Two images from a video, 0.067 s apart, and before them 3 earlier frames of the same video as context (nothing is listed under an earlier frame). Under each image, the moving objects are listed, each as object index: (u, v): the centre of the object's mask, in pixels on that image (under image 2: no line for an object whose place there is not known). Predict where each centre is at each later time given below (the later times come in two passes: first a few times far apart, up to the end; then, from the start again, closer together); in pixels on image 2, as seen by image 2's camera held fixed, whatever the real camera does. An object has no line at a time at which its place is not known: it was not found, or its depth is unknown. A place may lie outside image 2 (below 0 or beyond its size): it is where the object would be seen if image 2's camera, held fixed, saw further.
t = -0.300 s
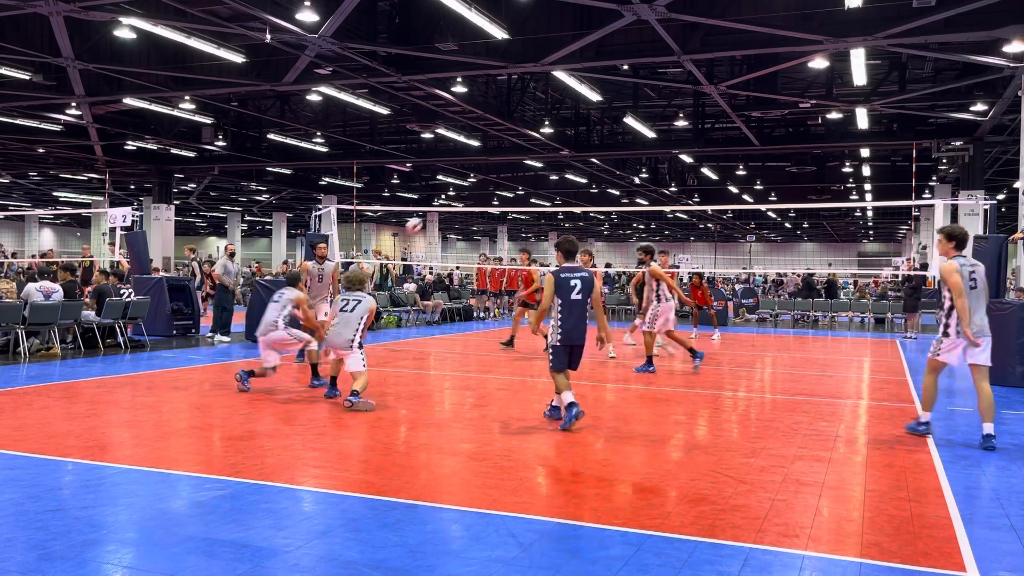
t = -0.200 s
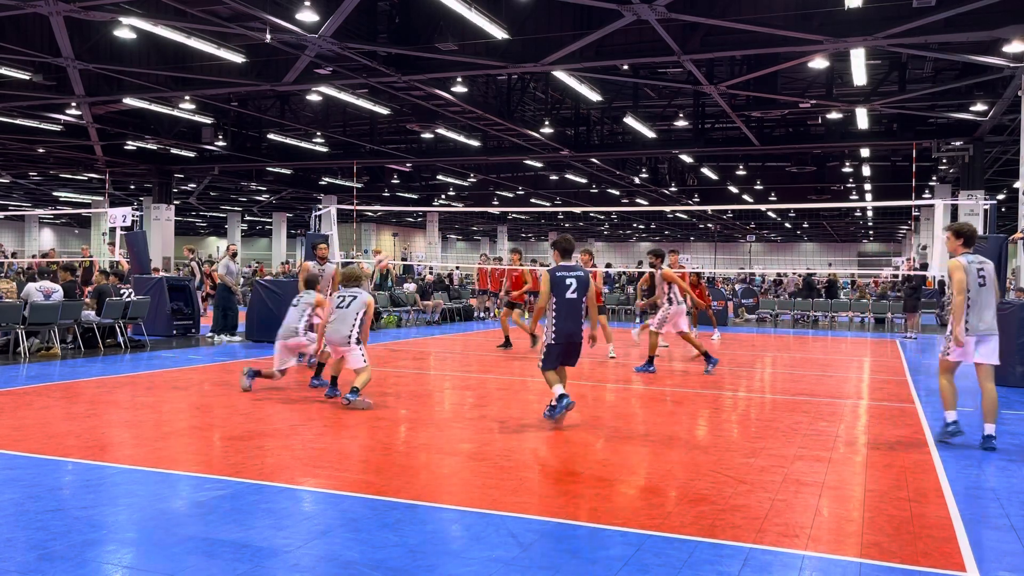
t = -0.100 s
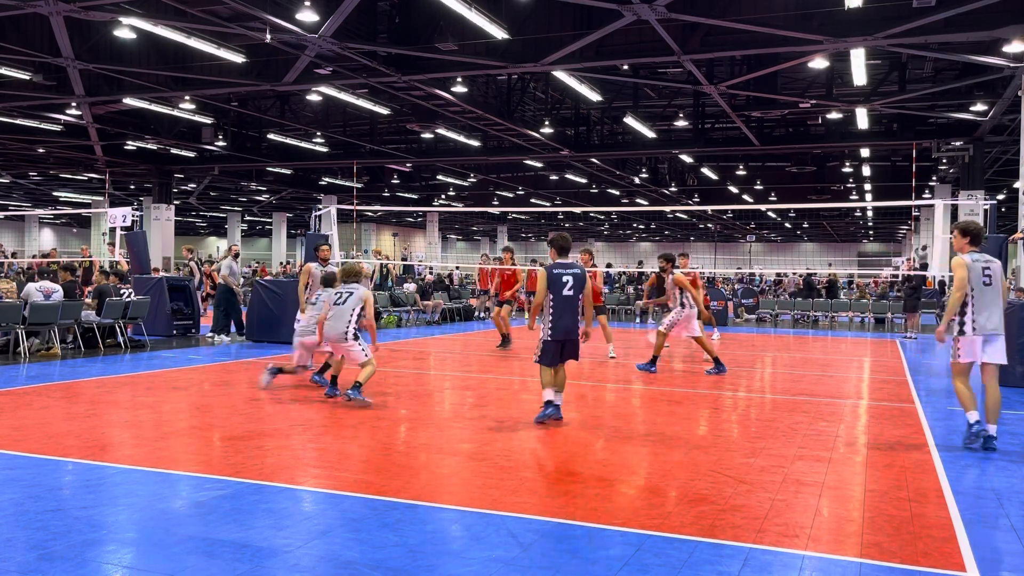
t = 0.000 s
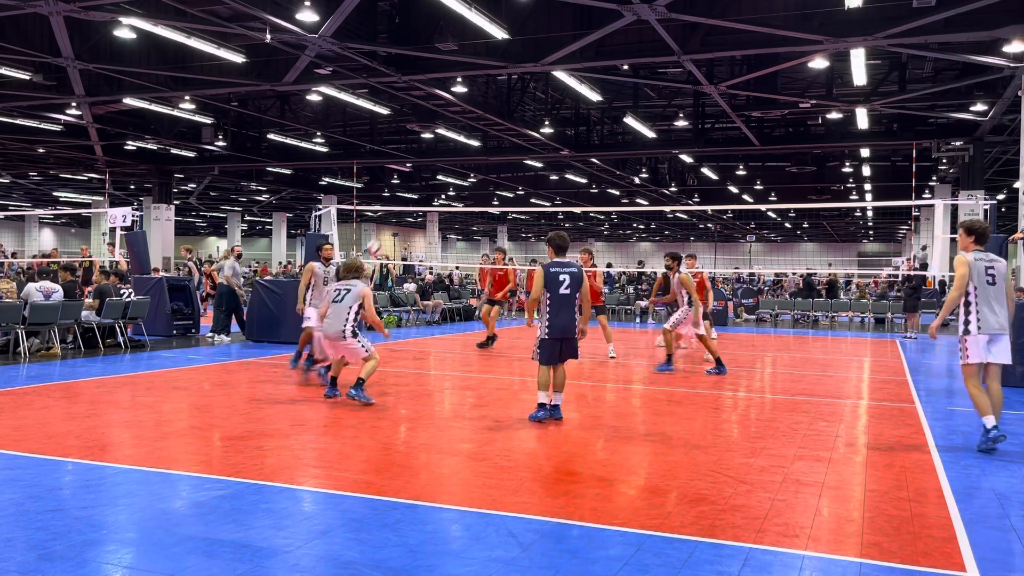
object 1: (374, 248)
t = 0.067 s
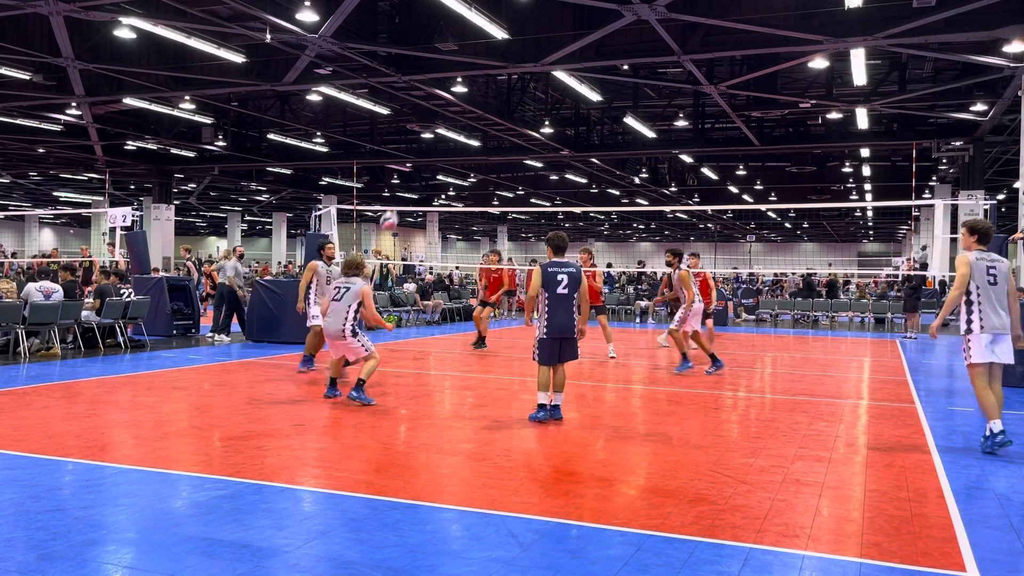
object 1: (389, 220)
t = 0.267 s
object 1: (434, 156)
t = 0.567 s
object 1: (495, 120)
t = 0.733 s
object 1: (526, 128)
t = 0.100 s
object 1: (397, 207)
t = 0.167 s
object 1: (412, 184)
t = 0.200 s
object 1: (420, 174)
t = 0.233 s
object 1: (426, 165)
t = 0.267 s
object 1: (434, 156)
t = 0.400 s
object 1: (462, 130)
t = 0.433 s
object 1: (468, 127)
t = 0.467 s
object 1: (475, 124)
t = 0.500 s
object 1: (481, 122)
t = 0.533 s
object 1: (488, 120)
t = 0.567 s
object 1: (495, 120)
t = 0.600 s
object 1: (501, 120)
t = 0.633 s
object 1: (507, 120)
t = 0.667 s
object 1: (514, 122)
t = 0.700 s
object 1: (519, 124)
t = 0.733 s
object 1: (526, 128)
